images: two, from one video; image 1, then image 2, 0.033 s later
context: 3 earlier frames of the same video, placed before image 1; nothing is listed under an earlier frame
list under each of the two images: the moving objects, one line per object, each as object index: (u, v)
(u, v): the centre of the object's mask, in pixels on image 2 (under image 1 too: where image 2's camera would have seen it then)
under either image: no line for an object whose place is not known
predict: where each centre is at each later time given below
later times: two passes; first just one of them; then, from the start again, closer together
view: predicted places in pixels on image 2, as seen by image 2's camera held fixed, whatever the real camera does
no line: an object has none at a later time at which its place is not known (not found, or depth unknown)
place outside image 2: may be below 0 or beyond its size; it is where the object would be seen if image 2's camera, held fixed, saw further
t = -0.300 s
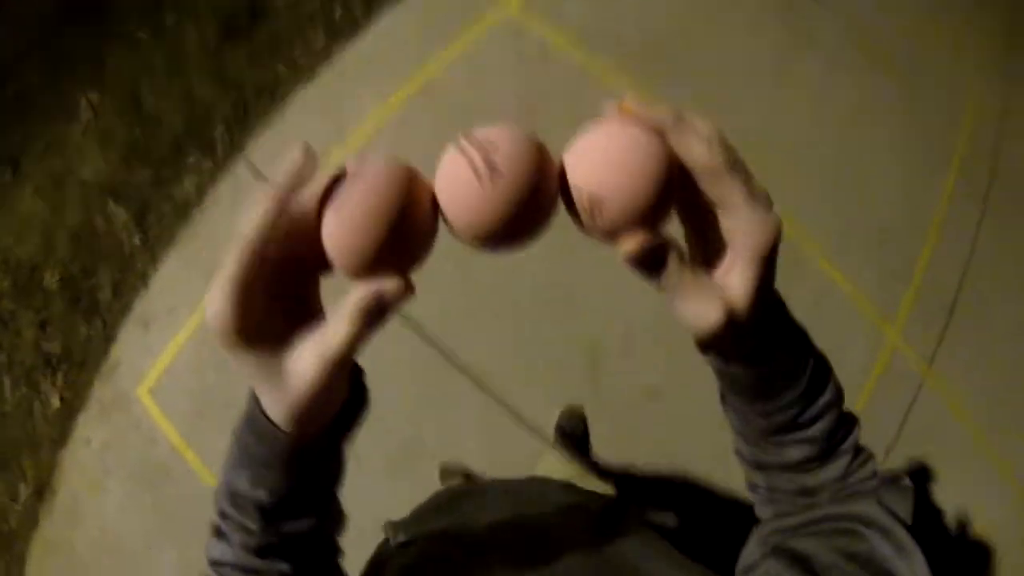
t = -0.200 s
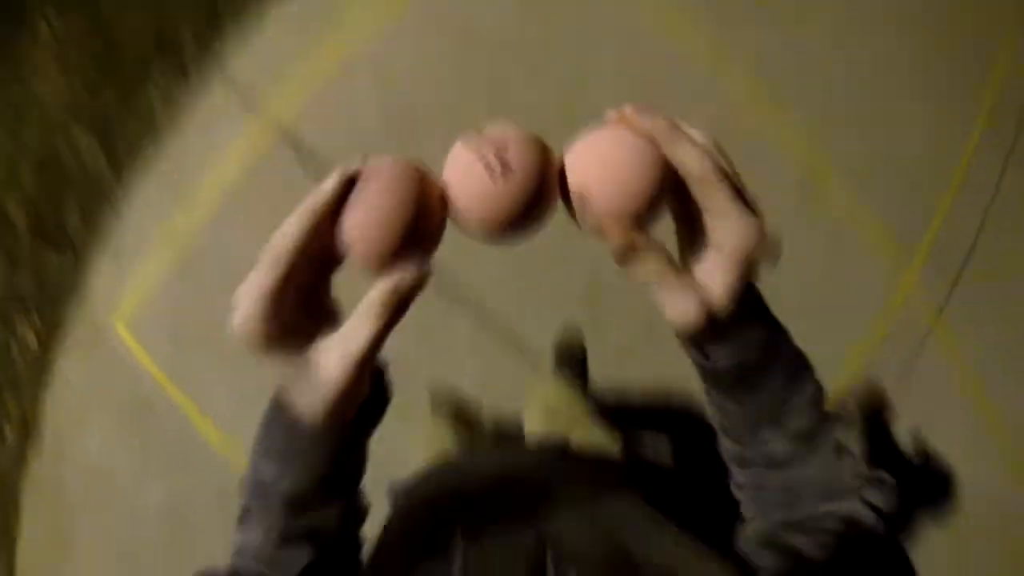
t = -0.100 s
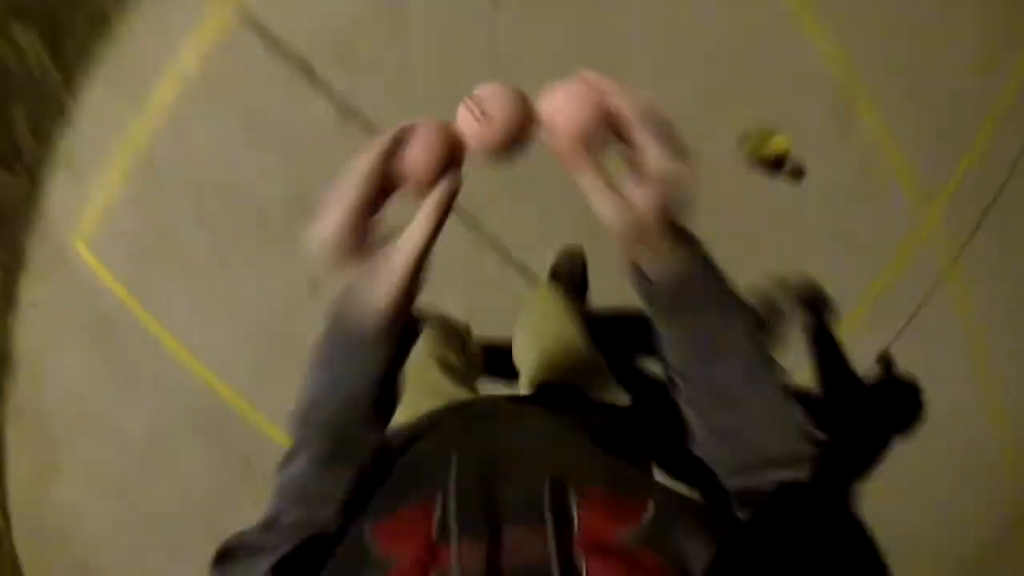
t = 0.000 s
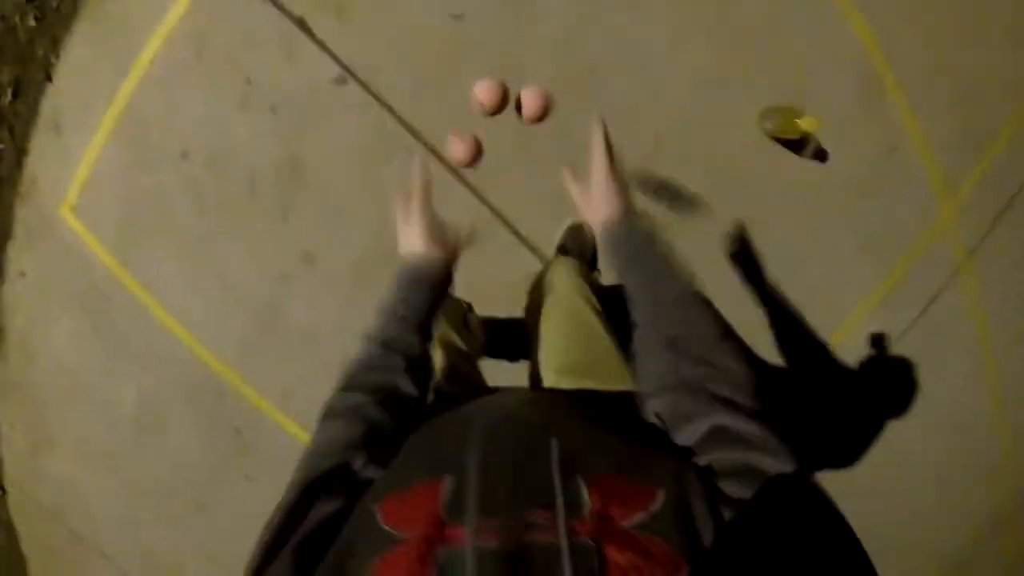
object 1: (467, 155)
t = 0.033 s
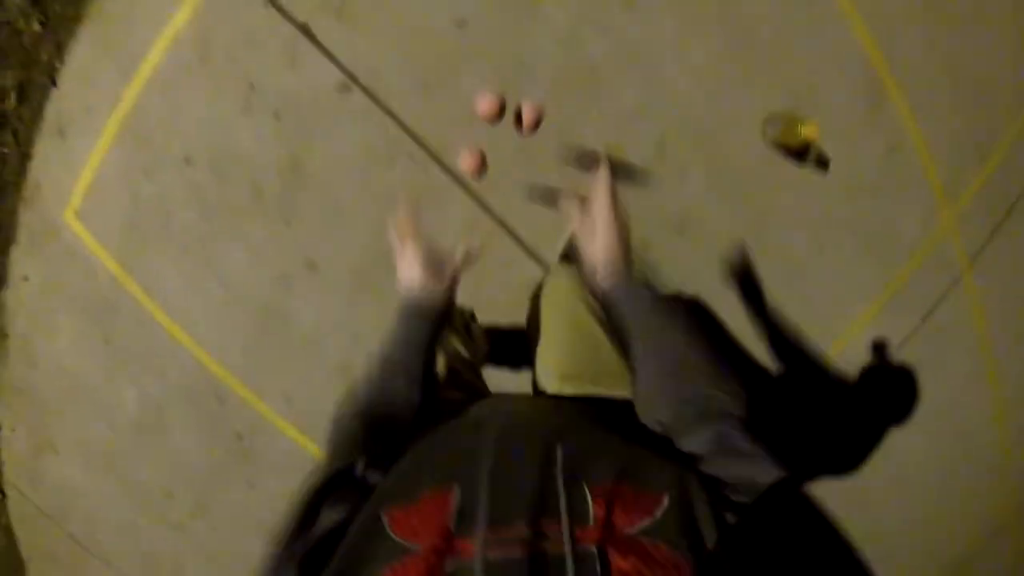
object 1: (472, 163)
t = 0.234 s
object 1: (472, 182)
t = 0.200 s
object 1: (473, 179)
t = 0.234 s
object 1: (472, 182)
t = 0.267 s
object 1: (473, 185)
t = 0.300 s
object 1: (473, 189)
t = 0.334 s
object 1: (473, 192)
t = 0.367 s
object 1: (474, 195)
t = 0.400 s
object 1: (474, 200)
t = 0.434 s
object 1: (475, 204)
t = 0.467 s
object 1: (476, 209)
